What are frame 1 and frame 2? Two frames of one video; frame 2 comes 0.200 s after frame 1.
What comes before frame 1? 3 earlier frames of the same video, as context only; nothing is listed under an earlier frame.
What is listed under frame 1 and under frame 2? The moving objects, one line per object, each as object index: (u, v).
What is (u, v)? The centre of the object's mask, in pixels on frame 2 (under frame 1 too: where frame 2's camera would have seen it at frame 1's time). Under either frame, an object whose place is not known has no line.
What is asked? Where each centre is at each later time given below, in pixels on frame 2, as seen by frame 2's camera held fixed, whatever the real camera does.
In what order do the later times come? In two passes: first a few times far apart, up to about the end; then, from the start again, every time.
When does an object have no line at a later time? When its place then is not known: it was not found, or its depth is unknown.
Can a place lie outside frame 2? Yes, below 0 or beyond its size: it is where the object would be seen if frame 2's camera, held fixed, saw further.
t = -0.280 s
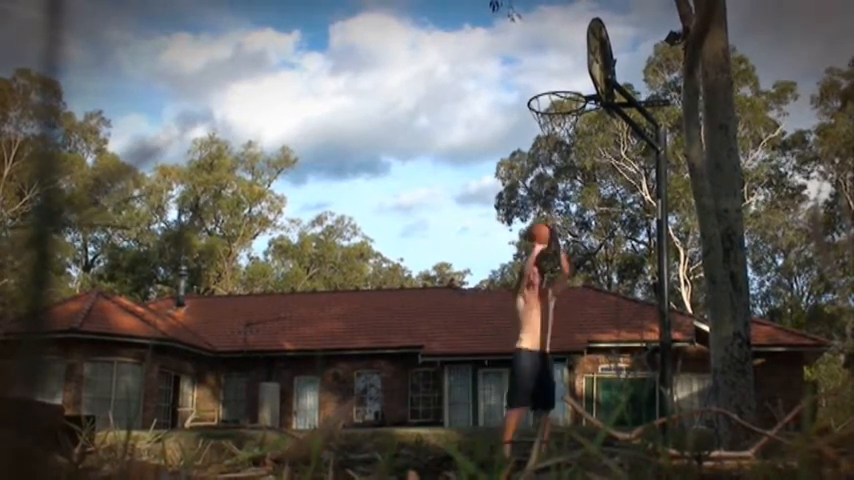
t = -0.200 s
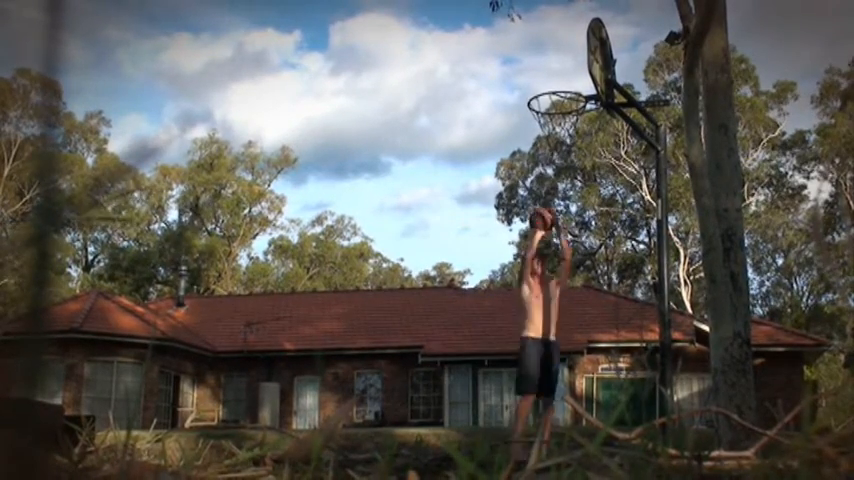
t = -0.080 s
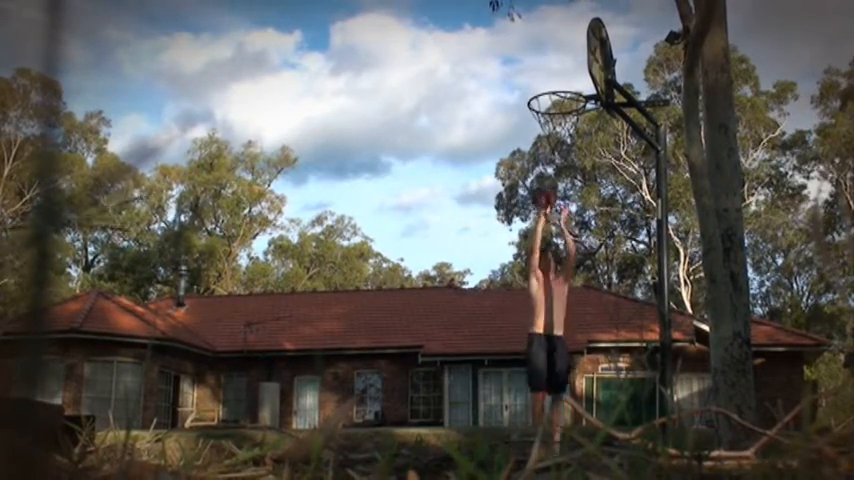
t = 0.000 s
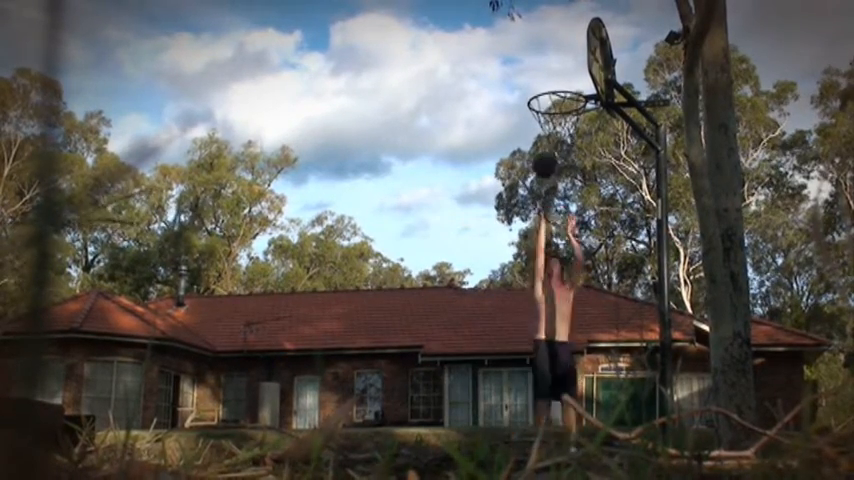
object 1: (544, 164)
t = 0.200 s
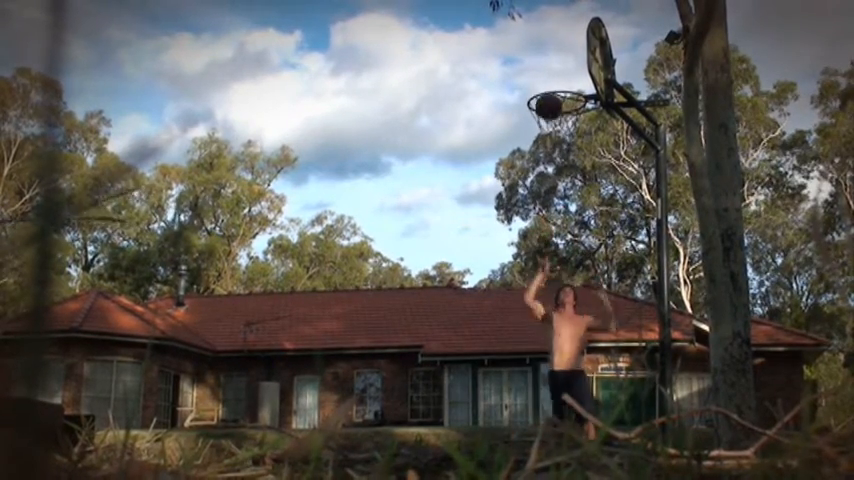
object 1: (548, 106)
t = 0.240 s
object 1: (549, 99)
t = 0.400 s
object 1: (554, 87)
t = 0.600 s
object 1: (561, 110)
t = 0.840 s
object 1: (560, 136)
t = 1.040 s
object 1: (556, 193)
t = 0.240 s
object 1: (549, 99)
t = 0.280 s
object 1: (550, 94)
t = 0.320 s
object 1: (552, 90)
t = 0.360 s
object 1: (553, 88)
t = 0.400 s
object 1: (554, 87)
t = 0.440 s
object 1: (555, 88)
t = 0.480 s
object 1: (556, 91)
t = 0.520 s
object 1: (557, 96)
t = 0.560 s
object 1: (559, 102)
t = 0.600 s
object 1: (561, 110)
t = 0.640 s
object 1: (561, 116)
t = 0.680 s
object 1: (562, 120)
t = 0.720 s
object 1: (561, 122)
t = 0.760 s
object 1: (560, 125)
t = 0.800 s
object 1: (559, 130)
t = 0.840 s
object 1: (560, 136)
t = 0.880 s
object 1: (559, 143)
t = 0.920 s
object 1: (559, 152)
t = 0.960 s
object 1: (559, 163)
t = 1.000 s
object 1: (558, 177)
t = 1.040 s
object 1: (556, 193)
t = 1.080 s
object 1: (557, 208)
